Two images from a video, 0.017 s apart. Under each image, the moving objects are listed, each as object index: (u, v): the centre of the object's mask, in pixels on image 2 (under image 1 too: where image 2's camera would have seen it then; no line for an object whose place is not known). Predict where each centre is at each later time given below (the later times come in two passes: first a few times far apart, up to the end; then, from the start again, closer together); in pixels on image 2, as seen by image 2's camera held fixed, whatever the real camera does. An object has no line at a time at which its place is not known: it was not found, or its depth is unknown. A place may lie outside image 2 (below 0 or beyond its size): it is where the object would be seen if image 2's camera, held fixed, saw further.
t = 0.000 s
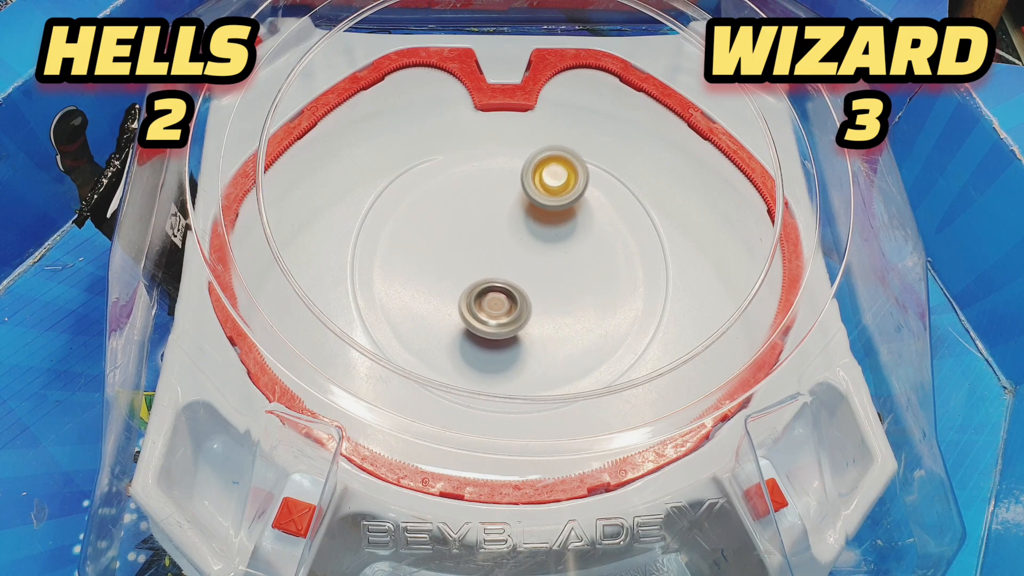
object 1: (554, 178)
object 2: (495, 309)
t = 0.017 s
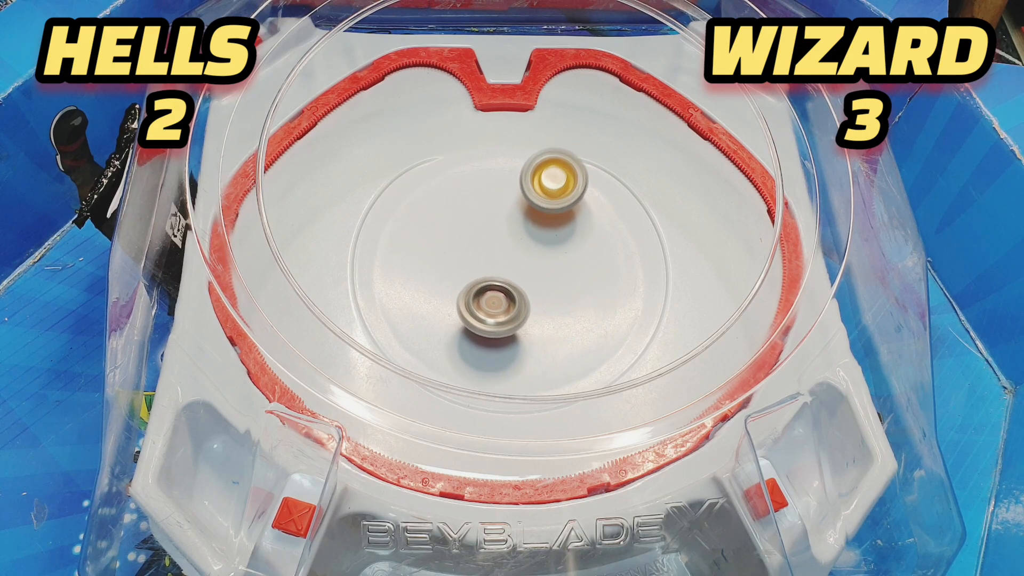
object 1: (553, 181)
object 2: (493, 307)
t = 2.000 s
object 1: (463, 291)
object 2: (533, 194)
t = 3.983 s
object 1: (551, 203)
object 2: (496, 299)
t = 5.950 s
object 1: (464, 296)
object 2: (530, 202)
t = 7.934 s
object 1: (566, 226)
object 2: (483, 275)
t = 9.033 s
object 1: (516, 304)
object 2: (501, 221)
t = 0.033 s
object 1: (553, 184)
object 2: (491, 306)
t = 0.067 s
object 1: (552, 191)
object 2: (488, 304)
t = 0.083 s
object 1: (552, 196)
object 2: (486, 303)
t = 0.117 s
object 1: (553, 204)
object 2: (482, 300)
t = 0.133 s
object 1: (554, 209)
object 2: (480, 299)
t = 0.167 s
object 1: (556, 217)
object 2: (476, 297)
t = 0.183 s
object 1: (557, 221)
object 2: (474, 295)
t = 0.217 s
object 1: (561, 229)
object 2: (469, 293)
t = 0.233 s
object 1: (564, 233)
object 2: (467, 291)
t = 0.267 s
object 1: (568, 240)
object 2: (463, 288)
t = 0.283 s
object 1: (571, 243)
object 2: (461, 287)
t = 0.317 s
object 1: (576, 249)
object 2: (457, 284)
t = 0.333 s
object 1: (578, 252)
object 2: (456, 283)
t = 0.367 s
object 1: (584, 257)
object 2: (452, 281)
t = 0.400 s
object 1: (589, 261)
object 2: (449, 279)
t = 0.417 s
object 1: (592, 262)
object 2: (448, 278)
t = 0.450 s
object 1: (597, 265)
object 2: (445, 276)
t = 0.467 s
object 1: (599, 267)
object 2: (444, 275)
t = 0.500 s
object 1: (604, 269)
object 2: (442, 273)
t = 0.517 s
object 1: (606, 270)
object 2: (441, 272)
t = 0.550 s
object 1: (610, 272)
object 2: (439, 271)
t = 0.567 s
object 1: (612, 272)
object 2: (439, 270)
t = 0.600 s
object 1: (615, 273)
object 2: (438, 268)
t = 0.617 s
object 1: (616, 273)
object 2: (439, 267)
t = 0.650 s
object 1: (619, 273)
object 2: (439, 265)
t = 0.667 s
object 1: (619, 273)
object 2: (439, 264)
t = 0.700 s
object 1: (620, 272)
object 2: (441, 262)
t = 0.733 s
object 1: (620, 271)
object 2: (442, 259)
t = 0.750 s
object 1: (619, 270)
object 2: (443, 258)
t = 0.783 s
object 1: (617, 269)
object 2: (445, 255)
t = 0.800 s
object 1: (615, 268)
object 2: (446, 254)
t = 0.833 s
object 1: (610, 268)
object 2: (447, 251)
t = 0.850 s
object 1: (608, 269)
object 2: (448, 249)
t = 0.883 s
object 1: (602, 270)
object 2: (450, 246)
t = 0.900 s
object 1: (598, 272)
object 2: (450, 244)
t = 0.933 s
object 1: (592, 275)
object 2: (452, 241)
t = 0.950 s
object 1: (588, 276)
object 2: (452, 239)
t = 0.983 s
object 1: (582, 280)
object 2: (453, 235)
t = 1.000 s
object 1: (579, 282)
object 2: (453, 233)
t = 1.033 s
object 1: (572, 286)
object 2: (453, 230)
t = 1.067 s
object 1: (567, 291)
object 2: (453, 226)
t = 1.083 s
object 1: (564, 293)
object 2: (453, 225)
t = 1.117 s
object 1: (559, 298)
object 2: (453, 221)
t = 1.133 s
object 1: (557, 300)
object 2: (453, 220)
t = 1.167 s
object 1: (553, 304)
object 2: (453, 218)
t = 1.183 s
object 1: (551, 307)
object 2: (453, 217)
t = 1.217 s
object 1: (547, 311)
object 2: (453, 215)
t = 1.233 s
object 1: (546, 313)
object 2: (453, 215)
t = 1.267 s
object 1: (542, 316)
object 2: (455, 214)
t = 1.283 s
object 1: (541, 318)
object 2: (455, 214)
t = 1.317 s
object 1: (538, 321)
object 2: (457, 213)
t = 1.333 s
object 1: (537, 322)
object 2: (459, 213)
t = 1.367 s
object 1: (535, 324)
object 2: (461, 213)
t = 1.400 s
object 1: (533, 326)
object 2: (464, 212)
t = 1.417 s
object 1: (531, 327)
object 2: (466, 212)
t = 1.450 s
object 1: (529, 328)
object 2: (469, 211)
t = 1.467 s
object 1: (528, 328)
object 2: (471, 210)
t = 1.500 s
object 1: (527, 329)
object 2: (474, 208)
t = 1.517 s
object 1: (525, 329)
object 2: (476, 208)
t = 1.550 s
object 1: (524, 328)
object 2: (480, 206)
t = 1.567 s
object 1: (523, 328)
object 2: (482, 205)
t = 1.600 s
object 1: (521, 327)
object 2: (486, 203)
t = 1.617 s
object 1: (520, 326)
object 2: (488, 202)
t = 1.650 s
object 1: (517, 324)
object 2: (492, 201)
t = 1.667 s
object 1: (516, 323)
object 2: (495, 200)
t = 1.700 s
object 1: (512, 320)
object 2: (499, 198)
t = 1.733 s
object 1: (508, 316)
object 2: (503, 197)
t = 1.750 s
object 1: (506, 315)
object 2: (506, 196)
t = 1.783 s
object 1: (501, 311)
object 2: (510, 195)
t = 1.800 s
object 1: (498, 309)
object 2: (512, 194)
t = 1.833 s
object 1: (492, 305)
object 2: (516, 193)
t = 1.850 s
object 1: (489, 304)
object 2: (518, 193)
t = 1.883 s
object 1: (483, 300)
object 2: (522, 192)
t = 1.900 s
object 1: (481, 299)
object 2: (523, 192)
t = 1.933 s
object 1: (475, 296)
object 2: (526, 192)
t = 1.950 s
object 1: (472, 294)
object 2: (528, 193)
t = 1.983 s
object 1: (466, 292)
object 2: (531, 194)
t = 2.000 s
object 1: (463, 291)
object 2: (533, 194)
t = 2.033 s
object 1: (458, 288)
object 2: (536, 196)
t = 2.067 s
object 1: (453, 287)
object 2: (539, 198)
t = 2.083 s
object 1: (450, 286)
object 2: (540, 199)
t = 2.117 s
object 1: (446, 284)
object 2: (543, 201)
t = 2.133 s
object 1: (444, 284)
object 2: (544, 203)
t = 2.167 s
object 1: (441, 282)
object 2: (546, 205)
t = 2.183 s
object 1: (439, 282)
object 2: (548, 206)
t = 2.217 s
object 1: (437, 281)
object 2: (550, 208)
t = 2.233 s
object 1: (436, 280)
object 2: (551, 210)
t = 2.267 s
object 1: (435, 279)
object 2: (554, 212)
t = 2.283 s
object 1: (434, 278)
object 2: (555, 213)
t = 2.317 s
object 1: (434, 277)
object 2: (557, 215)
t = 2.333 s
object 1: (434, 275)
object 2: (558, 216)
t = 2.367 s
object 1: (434, 273)
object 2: (560, 218)
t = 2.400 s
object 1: (434, 270)
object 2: (562, 220)
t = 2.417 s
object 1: (434, 269)
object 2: (562, 221)
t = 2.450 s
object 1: (434, 265)
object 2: (564, 223)
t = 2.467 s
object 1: (434, 263)
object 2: (565, 224)
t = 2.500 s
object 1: (435, 259)
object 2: (566, 226)
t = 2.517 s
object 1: (435, 256)
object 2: (567, 227)
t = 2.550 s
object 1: (435, 252)
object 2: (568, 229)
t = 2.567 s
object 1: (435, 249)
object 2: (569, 230)
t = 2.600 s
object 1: (436, 245)
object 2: (570, 232)
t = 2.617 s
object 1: (436, 243)
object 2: (570, 233)
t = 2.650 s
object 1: (435, 238)
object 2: (571, 235)
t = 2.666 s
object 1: (435, 236)
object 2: (571, 236)
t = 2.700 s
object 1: (435, 232)
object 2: (572, 239)
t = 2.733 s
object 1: (434, 227)
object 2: (572, 241)
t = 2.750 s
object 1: (434, 225)
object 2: (572, 242)
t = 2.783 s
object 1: (434, 222)
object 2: (572, 245)
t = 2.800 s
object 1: (434, 220)
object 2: (572, 246)
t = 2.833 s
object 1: (434, 217)
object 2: (571, 249)
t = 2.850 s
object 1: (434, 215)
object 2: (571, 250)
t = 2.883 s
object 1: (435, 213)
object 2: (570, 253)
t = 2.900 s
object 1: (435, 212)
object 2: (570, 254)
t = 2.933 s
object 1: (436, 210)
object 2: (570, 257)
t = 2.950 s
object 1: (436, 209)
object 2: (569, 259)
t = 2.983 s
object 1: (438, 208)
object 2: (568, 262)
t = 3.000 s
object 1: (439, 207)
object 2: (568, 263)
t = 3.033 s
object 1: (441, 207)
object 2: (567, 267)
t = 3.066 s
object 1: (444, 206)
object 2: (565, 270)
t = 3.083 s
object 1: (446, 206)
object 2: (564, 271)
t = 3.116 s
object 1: (450, 205)
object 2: (563, 274)
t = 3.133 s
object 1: (452, 205)
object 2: (562, 276)
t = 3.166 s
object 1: (457, 205)
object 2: (560, 279)
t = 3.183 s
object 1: (459, 205)
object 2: (560, 280)
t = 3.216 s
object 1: (464, 204)
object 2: (558, 283)
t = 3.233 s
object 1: (467, 204)
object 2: (557, 285)
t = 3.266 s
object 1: (472, 202)
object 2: (555, 287)
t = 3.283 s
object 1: (475, 202)
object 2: (554, 289)
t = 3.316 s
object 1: (480, 201)
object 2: (552, 291)
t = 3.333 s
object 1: (482, 201)
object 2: (551, 292)
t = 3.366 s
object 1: (487, 199)
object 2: (549, 294)
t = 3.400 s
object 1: (492, 198)
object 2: (547, 296)
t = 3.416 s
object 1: (495, 197)
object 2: (546, 297)
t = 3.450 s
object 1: (499, 196)
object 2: (543, 298)
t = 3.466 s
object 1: (502, 196)
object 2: (542, 299)
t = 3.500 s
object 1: (506, 195)
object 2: (539, 300)
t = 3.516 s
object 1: (509, 194)
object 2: (538, 301)
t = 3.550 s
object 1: (513, 193)
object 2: (535, 302)
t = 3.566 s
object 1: (515, 193)
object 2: (533, 302)
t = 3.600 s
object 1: (519, 191)
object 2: (530, 303)
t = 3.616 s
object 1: (521, 191)
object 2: (529, 303)
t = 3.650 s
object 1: (524, 190)
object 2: (526, 303)
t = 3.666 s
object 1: (526, 189)
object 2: (524, 303)
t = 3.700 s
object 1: (529, 189)
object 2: (521, 304)
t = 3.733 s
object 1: (532, 189)
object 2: (518, 304)
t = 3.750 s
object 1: (533, 189)
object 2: (516, 304)
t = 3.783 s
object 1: (536, 190)
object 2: (513, 304)
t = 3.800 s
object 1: (537, 190)
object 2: (512, 304)
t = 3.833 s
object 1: (539, 192)
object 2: (509, 303)
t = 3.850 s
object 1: (540, 193)
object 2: (507, 303)
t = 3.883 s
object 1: (543, 195)
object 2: (505, 302)
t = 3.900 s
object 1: (544, 196)
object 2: (503, 302)
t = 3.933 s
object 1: (546, 199)
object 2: (500, 301)
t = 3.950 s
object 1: (548, 201)
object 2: (499, 300)
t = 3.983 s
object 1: (551, 203)
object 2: (496, 299)
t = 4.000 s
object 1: (553, 205)
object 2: (495, 299)
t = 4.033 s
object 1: (557, 208)
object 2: (492, 298)
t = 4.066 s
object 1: (561, 210)
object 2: (489, 296)
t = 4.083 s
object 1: (562, 211)
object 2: (487, 296)
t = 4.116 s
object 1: (566, 214)
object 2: (484, 294)
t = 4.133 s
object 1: (567, 215)
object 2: (483, 294)
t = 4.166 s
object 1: (571, 217)
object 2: (480, 292)
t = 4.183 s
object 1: (573, 219)
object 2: (478, 292)
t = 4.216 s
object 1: (576, 221)
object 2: (475, 290)
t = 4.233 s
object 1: (578, 222)
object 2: (474, 290)
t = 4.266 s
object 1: (580, 225)
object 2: (471, 288)
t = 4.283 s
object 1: (582, 226)
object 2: (470, 287)
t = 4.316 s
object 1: (584, 228)
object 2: (468, 285)
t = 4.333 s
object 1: (585, 229)
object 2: (467, 284)
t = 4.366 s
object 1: (587, 232)
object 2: (465, 282)
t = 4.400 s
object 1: (588, 234)
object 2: (463, 280)
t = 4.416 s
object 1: (589, 235)
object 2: (462, 280)
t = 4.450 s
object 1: (590, 238)
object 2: (461, 278)
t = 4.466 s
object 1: (591, 239)
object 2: (461, 277)
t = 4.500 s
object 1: (592, 242)
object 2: (461, 275)
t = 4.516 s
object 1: (592, 244)
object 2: (460, 274)
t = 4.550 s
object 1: (593, 247)
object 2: (460, 272)
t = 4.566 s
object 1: (592, 249)
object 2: (460, 271)
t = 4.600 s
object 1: (592, 252)
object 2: (459, 268)
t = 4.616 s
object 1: (592, 253)
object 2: (458, 267)
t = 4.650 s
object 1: (591, 257)
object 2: (458, 264)
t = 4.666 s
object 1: (590, 258)
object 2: (457, 262)
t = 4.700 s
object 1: (589, 261)
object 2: (457, 259)
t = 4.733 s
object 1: (588, 265)
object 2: (457, 257)
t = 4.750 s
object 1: (587, 266)
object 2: (457, 255)
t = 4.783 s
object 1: (586, 270)
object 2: (457, 252)
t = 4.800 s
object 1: (585, 271)
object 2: (458, 250)
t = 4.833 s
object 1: (583, 274)
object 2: (459, 247)
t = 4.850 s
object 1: (582, 276)
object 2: (459, 246)
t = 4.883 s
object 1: (580, 279)
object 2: (460, 243)
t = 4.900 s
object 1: (578, 280)
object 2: (461, 241)
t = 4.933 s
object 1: (576, 283)
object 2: (462, 238)
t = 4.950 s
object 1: (575, 284)
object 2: (463, 237)
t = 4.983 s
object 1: (572, 287)
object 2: (464, 235)
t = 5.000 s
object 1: (571, 289)
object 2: (465, 233)
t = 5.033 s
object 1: (568, 291)
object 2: (466, 231)
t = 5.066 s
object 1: (566, 294)
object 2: (468, 228)
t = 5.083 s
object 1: (565, 295)
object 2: (469, 227)
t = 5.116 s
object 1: (562, 297)
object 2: (471, 224)
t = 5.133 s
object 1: (560, 298)
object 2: (472, 223)
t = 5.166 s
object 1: (557, 299)
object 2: (474, 221)
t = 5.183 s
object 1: (555, 300)
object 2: (476, 220)
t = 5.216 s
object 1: (551, 302)
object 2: (478, 218)
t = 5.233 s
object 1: (549, 302)
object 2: (479, 217)
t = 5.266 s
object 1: (545, 304)
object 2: (481, 216)
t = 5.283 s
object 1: (543, 304)
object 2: (482, 215)
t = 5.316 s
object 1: (538, 305)
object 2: (483, 213)
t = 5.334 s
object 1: (536, 305)
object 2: (484, 213)
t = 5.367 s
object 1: (531, 306)
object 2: (486, 211)
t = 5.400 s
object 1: (527, 307)
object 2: (488, 210)
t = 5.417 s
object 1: (524, 307)
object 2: (489, 209)
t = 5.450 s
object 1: (520, 307)
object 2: (491, 208)
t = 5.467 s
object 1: (517, 307)
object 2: (492, 207)
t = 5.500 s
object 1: (512, 307)
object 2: (494, 206)
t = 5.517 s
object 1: (510, 308)
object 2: (495, 205)
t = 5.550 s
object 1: (505, 307)
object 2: (498, 203)
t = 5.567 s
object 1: (503, 307)
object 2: (499, 202)
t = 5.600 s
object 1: (498, 307)
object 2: (502, 201)
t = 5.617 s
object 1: (496, 307)
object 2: (504, 200)
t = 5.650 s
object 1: (492, 307)
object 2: (508, 199)
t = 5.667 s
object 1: (490, 307)
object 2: (509, 199)
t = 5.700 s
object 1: (486, 307)
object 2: (512, 198)
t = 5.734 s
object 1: (482, 306)
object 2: (515, 198)
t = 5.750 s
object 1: (480, 306)
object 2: (517, 197)
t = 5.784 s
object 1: (476, 305)
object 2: (519, 197)
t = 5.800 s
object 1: (475, 305)
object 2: (521, 197)
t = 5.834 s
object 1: (472, 304)
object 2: (523, 198)
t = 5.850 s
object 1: (471, 303)
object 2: (524, 198)
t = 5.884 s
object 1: (468, 301)
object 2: (526, 199)
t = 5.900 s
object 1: (467, 300)
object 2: (527, 200)
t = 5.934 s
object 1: (465, 297)
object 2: (530, 202)
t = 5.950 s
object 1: (464, 296)
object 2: (530, 202)
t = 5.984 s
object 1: (463, 293)
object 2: (532, 204)
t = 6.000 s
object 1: (462, 291)
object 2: (532, 205)
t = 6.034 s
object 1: (460, 288)
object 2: (534, 208)
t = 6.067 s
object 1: (458, 285)
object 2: (534, 211)
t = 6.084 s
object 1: (457, 283)
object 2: (535, 212)
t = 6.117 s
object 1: (455, 279)
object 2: (536, 215)
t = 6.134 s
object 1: (454, 277)
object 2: (536, 216)
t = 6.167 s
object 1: (452, 274)
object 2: (537, 219)
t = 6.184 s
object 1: (451, 272)
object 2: (538, 220)
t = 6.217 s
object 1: (449, 269)
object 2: (539, 223)
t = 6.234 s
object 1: (448, 267)
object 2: (540, 224)
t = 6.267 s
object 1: (447, 264)
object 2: (541, 227)
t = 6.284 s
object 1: (446, 262)
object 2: (542, 228)
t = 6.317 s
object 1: (445, 259)
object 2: (543, 231)
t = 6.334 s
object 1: (444, 257)
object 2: (544, 233)
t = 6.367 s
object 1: (443, 253)
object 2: (545, 235)
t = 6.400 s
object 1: (442, 250)
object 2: (547, 238)
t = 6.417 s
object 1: (442, 249)
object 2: (548, 239)
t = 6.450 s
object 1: (442, 246)
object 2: (549, 242)
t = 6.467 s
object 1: (441, 244)
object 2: (550, 243)
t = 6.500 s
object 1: (441, 241)
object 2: (552, 246)
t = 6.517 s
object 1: (442, 240)
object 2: (552, 247)
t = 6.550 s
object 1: (442, 237)
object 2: (553, 250)
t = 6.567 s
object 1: (443, 236)
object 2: (554, 251)
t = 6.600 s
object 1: (444, 234)
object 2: (554, 254)
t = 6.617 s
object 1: (445, 233)
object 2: (554, 255)
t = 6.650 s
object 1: (447, 231)
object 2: (554, 258)
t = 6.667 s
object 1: (448, 229)
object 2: (554, 259)
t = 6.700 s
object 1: (450, 227)
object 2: (554, 262)
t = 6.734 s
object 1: (453, 225)
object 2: (553, 264)
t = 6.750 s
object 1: (454, 224)
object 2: (553, 265)
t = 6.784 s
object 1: (457, 222)
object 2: (553, 268)
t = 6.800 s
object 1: (459, 221)
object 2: (552, 269)
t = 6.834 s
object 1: (462, 219)
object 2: (552, 272)
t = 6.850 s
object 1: (464, 218)
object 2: (552, 273)
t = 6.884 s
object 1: (467, 216)
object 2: (551, 275)
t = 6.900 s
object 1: (469, 215)
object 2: (550, 276)
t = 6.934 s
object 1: (473, 214)
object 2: (549, 279)
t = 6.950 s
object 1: (475, 212)
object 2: (549, 280)
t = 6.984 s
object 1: (480, 211)
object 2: (547, 282)
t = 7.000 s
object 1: (482, 210)
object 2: (547, 283)
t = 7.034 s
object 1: (486, 208)
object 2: (545, 284)
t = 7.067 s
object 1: (490, 206)
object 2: (543, 286)
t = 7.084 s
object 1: (492, 205)
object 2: (542, 287)
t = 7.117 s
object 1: (496, 203)
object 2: (540, 288)
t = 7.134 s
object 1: (498, 203)
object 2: (539, 289)
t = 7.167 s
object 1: (502, 201)
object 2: (537, 290)
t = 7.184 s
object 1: (503, 200)
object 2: (536, 291)
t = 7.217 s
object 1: (507, 199)
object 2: (534, 291)
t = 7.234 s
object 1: (509, 198)
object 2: (532, 292)
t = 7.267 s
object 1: (512, 197)
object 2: (530, 292)
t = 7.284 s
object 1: (514, 197)
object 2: (529, 292)
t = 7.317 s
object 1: (517, 196)
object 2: (526, 292)
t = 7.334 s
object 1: (518, 195)
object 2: (525, 292)
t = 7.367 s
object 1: (521, 195)
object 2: (522, 292)
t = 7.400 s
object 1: (523, 194)
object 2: (519, 292)
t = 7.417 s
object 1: (525, 194)
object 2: (518, 292)
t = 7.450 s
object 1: (527, 194)
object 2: (515, 292)
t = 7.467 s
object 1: (528, 195)
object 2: (514, 292)
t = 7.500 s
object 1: (531, 196)
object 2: (511, 291)
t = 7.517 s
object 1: (532, 196)
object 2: (510, 291)
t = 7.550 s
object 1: (534, 198)
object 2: (507, 290)
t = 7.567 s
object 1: (536, 199)
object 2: (506, 290)
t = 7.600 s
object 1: (538, 201)
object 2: (503, 289)
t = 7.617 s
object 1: (540, 202)
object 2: (502, 288)
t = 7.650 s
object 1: (542, 204)
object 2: (500, 287)
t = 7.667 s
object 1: (544, 205)
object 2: (498, 287)
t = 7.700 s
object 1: (547, 208)
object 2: (496, 285)
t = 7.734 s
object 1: (550, 210)
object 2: (494, 284)
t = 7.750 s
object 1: (551, 212)
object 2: (493, 284)
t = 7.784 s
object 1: (554, 214)
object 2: (491, 282)
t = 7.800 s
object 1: (556, 216)
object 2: (490, 282)
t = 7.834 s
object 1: (558, 218)
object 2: (488, 280)
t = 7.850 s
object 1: (560, 220)
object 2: (487, 280)
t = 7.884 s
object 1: (562, 222)
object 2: (485, 278)
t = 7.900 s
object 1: (564, 224)
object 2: (484, 277)
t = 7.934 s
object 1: (566, 226)
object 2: (483, 275)
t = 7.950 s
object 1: (567, 227)
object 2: (482, 274)
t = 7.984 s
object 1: (569, 230)
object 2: (481, 272)
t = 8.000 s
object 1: (570, 231)
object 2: (480, 271)
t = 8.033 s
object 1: (572, 234)
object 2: (479, 269)
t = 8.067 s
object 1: (574, 237)
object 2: (478, 268)
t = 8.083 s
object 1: (575, 238)
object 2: (478, 267)
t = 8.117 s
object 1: (576, 241)
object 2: (477, 265)
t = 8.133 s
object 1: (576, 242)
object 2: (477, 264)
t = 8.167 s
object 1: (577, 245)
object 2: (476, 262)
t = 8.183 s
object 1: (577, 246)
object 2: (476, 260)
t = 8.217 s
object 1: (577, 249)
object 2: (476, 258)
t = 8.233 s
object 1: (577, 250)
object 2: (476, 257)
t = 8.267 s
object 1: (576, 253)
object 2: (475, 255)
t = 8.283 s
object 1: (576, 255)
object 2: (475, 255)
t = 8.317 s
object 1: (575, 258)
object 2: (475, 252)
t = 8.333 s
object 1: (575, 260)
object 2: (475, 251)
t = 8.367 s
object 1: (573, 263)
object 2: (475, 249)
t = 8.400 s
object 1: (572, 266)
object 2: (476, 247)
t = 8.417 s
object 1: (571, 268)
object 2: (476, 247)
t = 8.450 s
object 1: (570, 271)
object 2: (477, 245)
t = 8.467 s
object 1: (569, 273)
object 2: (477, 244)
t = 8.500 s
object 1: (567, 276)
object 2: (478, 242)
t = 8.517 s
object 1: (566, 277)
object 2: (478, 241)
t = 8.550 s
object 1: (564, 280)
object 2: (479, 239)
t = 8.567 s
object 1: (563, 281)
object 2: (479, 238)
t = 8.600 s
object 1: (561, 283)
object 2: (480, 237)
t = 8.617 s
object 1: (560, 284)
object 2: (481, 236)
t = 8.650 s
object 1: (557, 287)
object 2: (481, 234)
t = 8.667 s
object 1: (556, 288)
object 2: (482, 233)
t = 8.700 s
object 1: (553, 290)
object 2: (483, 231)
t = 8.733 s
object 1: (550, 292)
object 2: (485, 230)
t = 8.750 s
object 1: (548, 293)
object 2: (485, 229)
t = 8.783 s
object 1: (545, 295)
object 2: (487, 228)
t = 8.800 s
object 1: (543, 296)
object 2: (488, 227)
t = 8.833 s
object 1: (540, 298)
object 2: (490, 226)
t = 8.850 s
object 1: (538, 299)
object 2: (491, 225)
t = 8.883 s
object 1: (534, 300)
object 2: (493, 224)
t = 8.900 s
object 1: (532, 301)
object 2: (493, 223)
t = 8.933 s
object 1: (528, 301)
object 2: (495, 223)
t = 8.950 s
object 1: (526, 302)
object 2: (496, 222)
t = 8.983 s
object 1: (522, 303)
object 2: (498, 222)
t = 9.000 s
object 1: (520, 303)
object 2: (499, 222)
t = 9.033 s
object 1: (516, 304)
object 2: (501, 221)
